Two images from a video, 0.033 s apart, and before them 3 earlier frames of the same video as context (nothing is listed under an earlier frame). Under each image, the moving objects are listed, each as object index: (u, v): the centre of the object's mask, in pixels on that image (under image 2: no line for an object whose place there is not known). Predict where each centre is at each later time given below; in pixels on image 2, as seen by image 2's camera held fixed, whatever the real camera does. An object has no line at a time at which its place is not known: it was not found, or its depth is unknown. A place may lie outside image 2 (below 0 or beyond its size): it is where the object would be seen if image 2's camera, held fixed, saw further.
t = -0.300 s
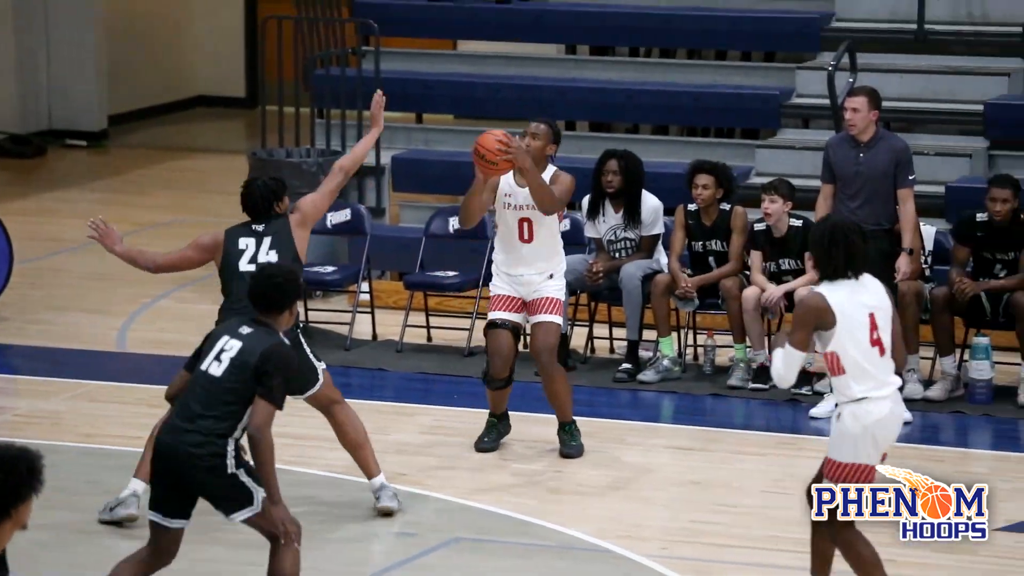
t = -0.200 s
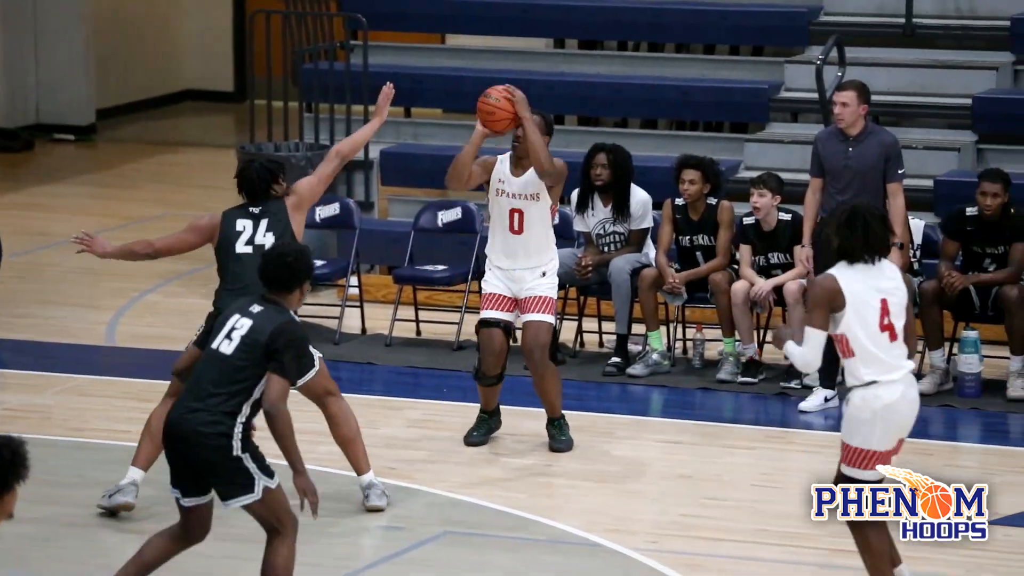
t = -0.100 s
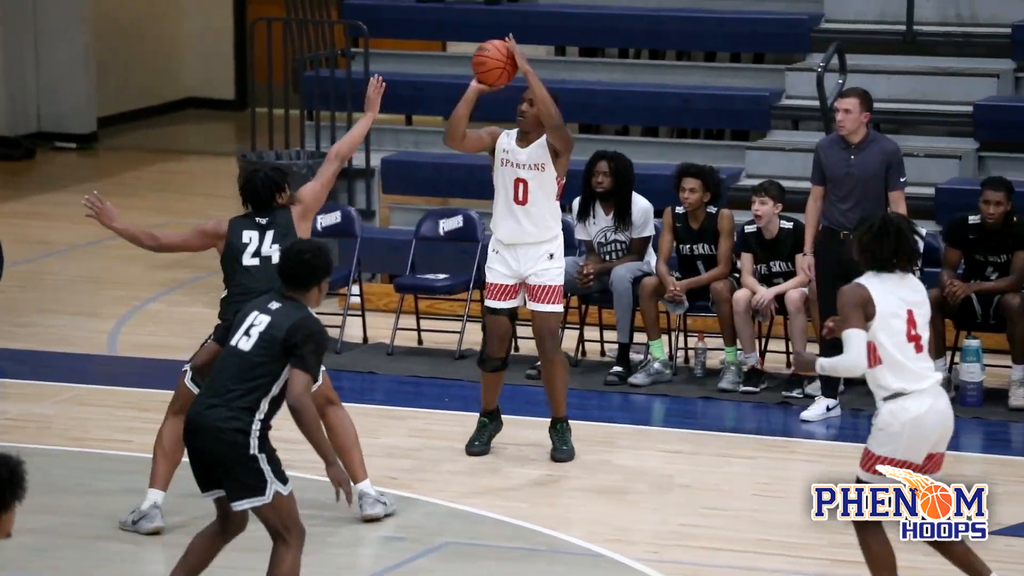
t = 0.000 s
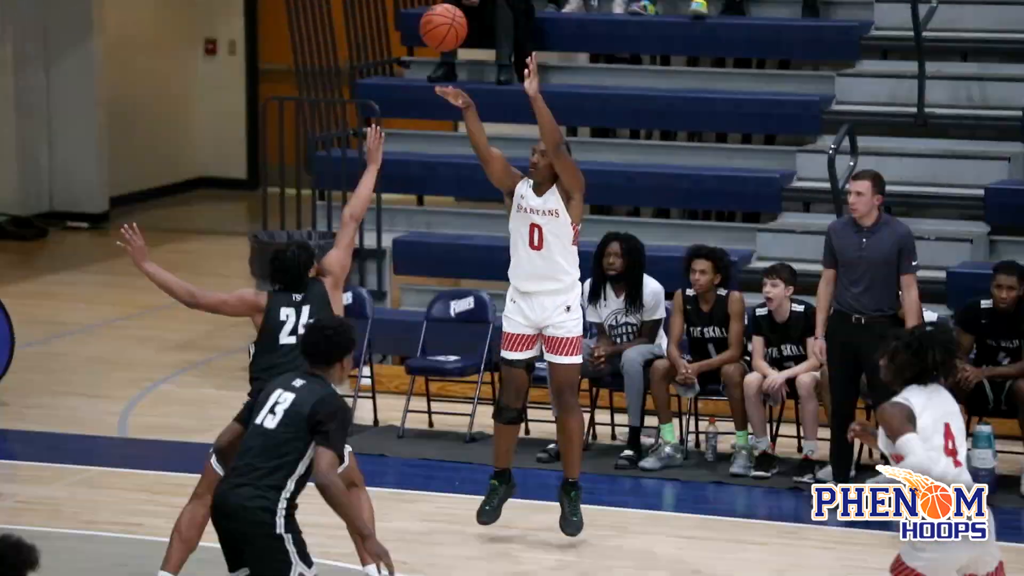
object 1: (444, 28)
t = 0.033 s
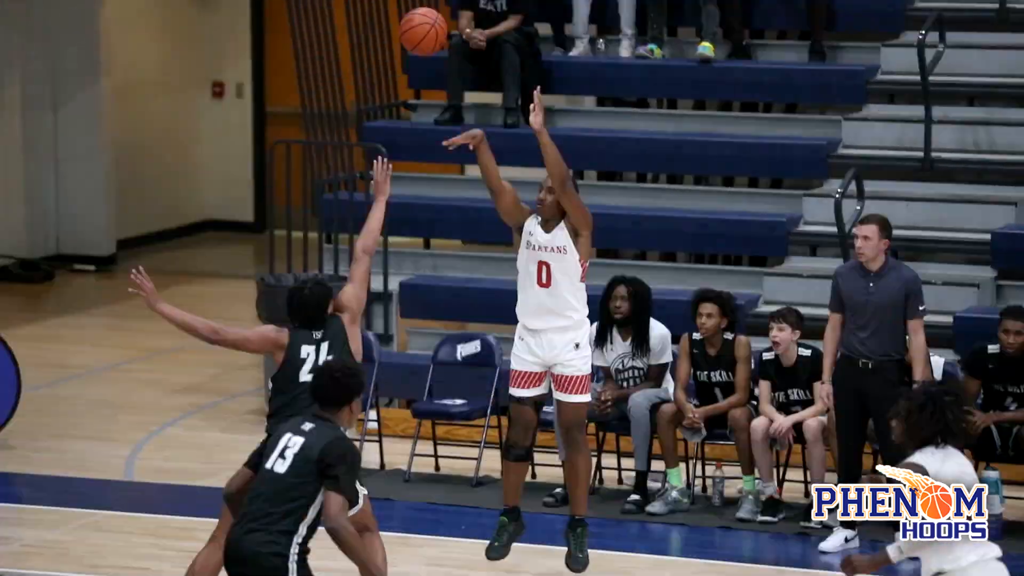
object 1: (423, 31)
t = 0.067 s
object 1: (395, -6)
